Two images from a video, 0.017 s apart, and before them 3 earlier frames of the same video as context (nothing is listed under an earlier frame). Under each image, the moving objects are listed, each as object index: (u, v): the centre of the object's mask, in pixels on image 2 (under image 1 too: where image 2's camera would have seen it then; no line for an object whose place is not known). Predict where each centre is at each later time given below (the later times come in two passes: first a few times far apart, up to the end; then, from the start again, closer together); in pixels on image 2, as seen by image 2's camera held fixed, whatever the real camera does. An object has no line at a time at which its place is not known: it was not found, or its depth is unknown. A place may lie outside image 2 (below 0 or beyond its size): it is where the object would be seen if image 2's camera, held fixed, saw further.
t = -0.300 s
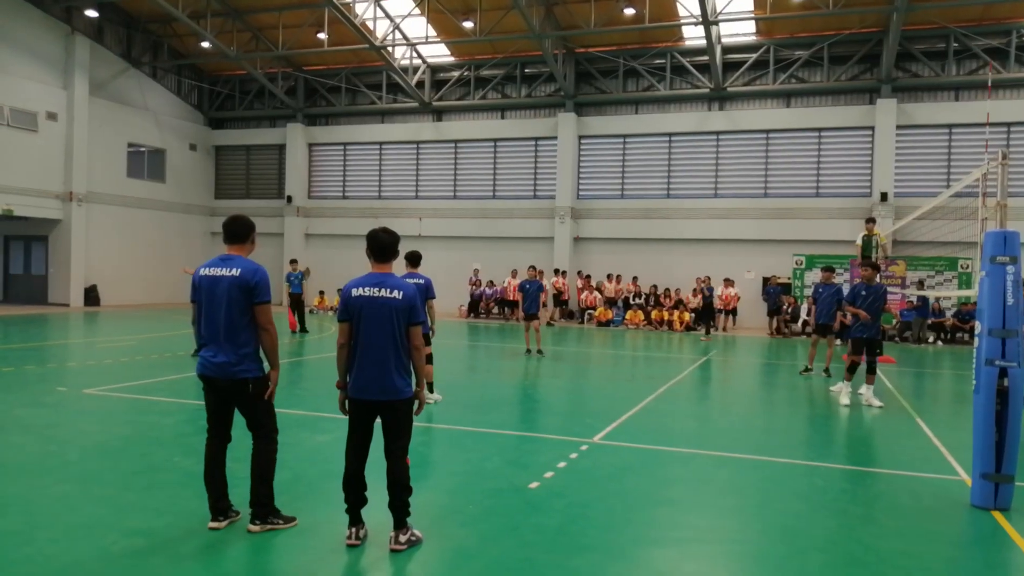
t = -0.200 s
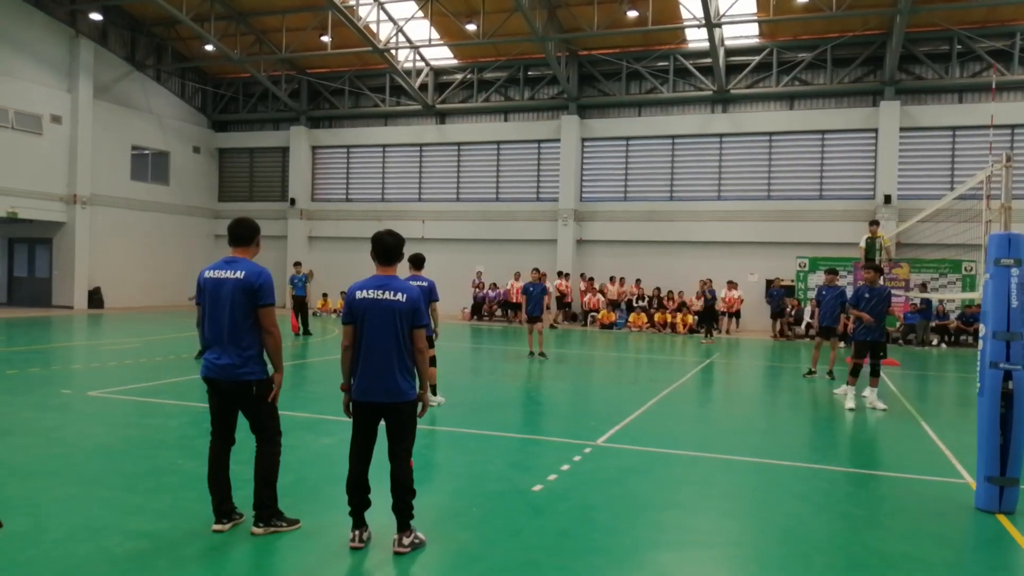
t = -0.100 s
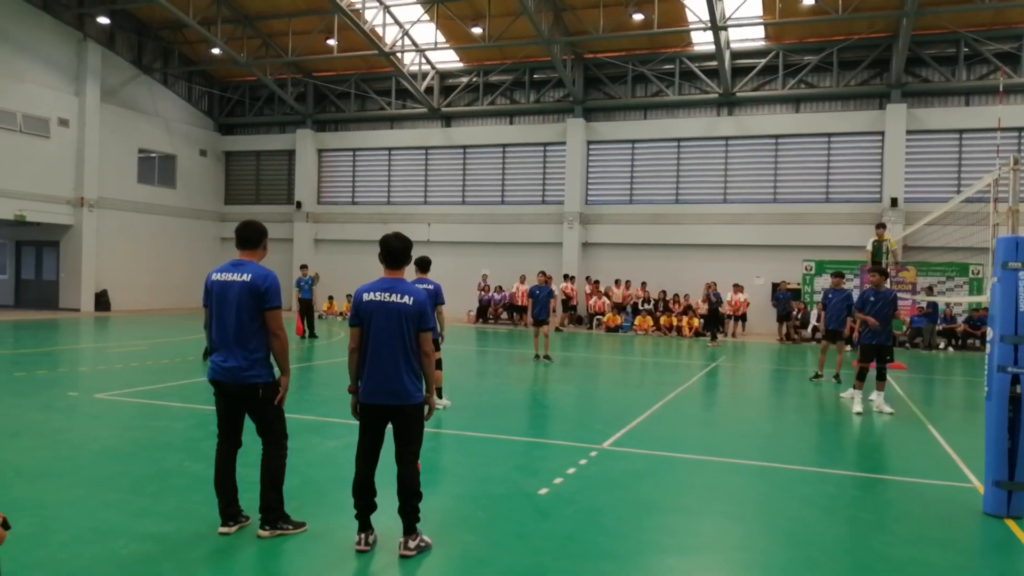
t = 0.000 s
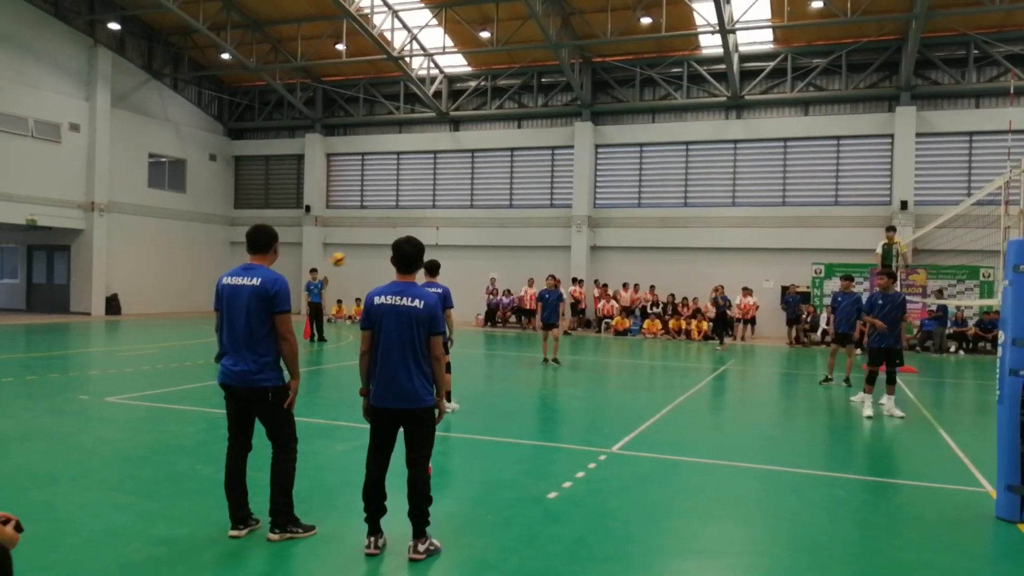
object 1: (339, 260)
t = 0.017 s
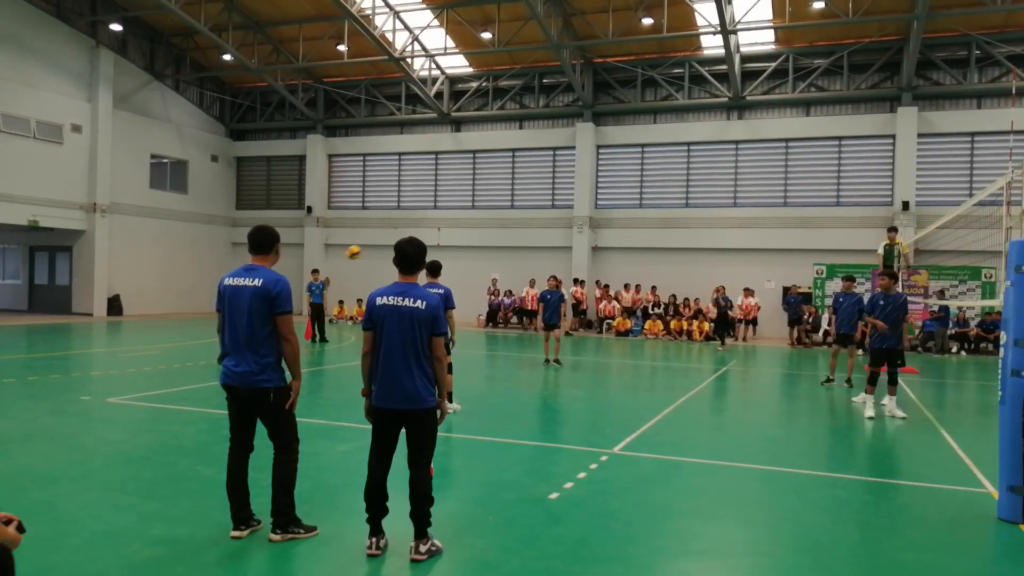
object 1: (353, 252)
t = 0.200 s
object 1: (512, 176)
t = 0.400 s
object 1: (688, 109)
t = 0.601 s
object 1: (868, 67)
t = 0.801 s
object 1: (1051, 52)
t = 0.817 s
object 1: (1066, 51)
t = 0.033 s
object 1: (367, 245)
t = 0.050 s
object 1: (382, 238)
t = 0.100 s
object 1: (425, 216)
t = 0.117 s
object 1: (439, 209)
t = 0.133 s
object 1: (454, 202)
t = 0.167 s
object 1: (482, 189)
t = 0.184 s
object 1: (497, 183)
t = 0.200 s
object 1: (512, 176)
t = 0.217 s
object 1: (527, 170)
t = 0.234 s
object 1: (541, 164)
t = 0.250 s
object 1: (556, 157)
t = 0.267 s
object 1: (570, 151)
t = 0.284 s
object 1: (584, 146)
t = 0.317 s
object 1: (614, 135)
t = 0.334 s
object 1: (629, 129)
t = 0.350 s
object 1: (643, 124)
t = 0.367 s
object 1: (658, 118)
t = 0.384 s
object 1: (674, 114)
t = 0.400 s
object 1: (688, 109)
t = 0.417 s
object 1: (703, 105)
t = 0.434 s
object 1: (718, 101)
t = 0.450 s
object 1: (733, 96)
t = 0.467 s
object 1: (747, 92)
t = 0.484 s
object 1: (763, 88)
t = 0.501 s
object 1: (777, 85)
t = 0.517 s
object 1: (792, 82)
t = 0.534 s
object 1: (807, 79)
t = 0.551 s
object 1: (822, 75)
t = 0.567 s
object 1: (837, 72)
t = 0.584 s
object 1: (852, 70)
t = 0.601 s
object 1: (868, 67)
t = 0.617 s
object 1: (883, 65)
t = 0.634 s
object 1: (897, 63)
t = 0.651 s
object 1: (913, 61)
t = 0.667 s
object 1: (929, 60)
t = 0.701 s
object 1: (959, 57)
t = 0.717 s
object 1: (975, 55)
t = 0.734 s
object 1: (989, 55)
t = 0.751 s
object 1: (1005, 53)
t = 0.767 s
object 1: (1020, 53)
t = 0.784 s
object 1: (1036, 51)
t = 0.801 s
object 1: (1051, 52)
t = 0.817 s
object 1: (1066, 51)
